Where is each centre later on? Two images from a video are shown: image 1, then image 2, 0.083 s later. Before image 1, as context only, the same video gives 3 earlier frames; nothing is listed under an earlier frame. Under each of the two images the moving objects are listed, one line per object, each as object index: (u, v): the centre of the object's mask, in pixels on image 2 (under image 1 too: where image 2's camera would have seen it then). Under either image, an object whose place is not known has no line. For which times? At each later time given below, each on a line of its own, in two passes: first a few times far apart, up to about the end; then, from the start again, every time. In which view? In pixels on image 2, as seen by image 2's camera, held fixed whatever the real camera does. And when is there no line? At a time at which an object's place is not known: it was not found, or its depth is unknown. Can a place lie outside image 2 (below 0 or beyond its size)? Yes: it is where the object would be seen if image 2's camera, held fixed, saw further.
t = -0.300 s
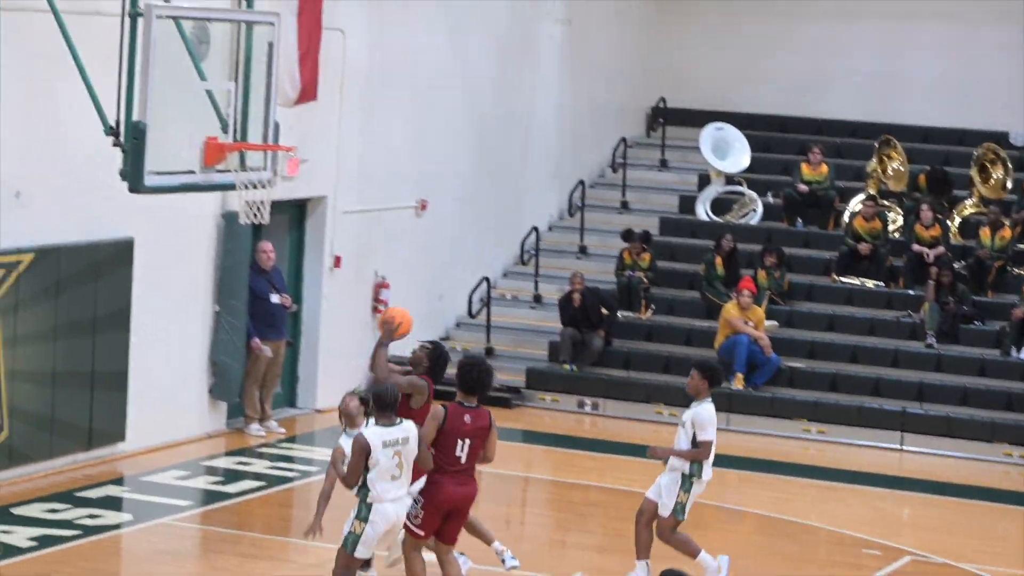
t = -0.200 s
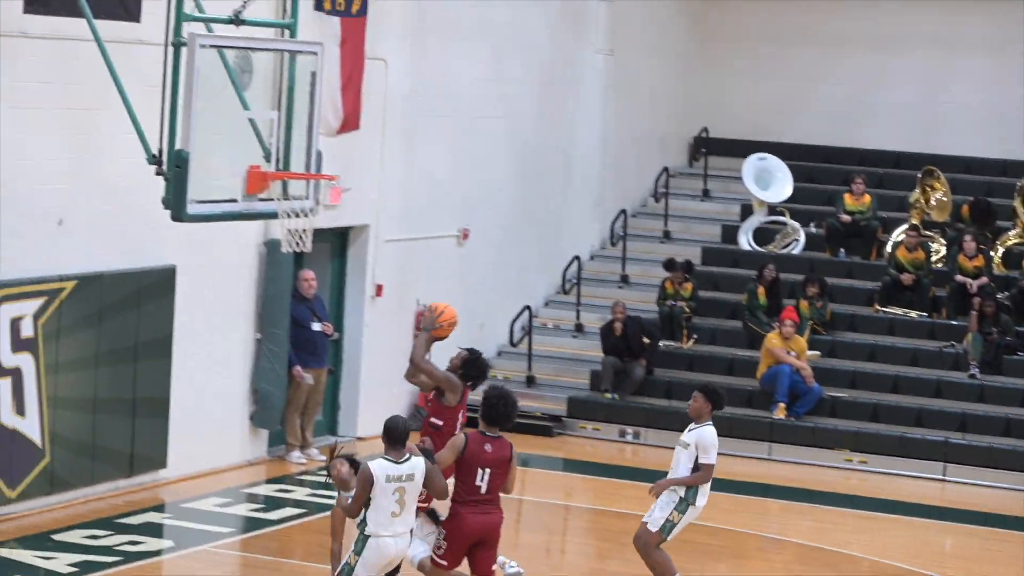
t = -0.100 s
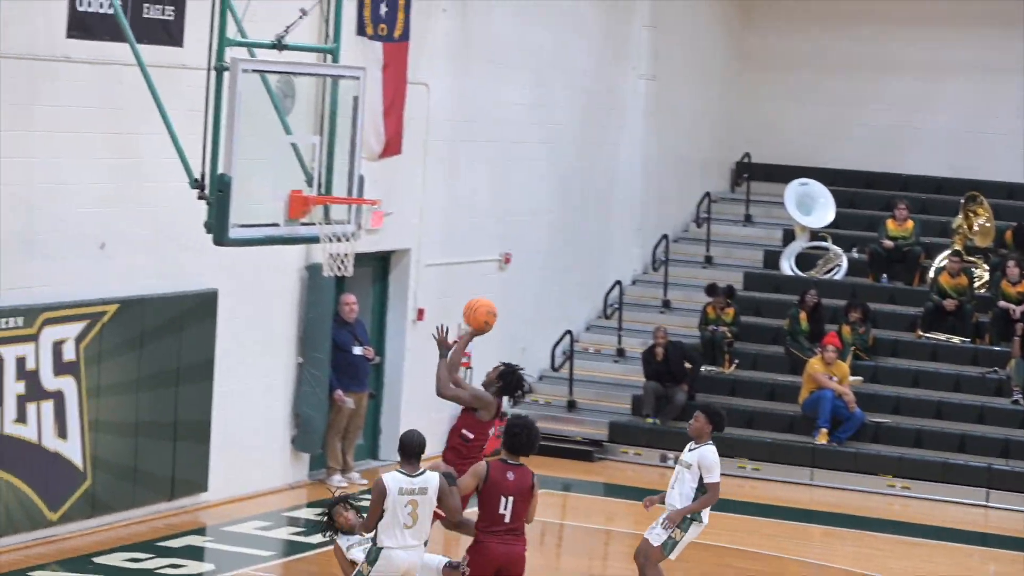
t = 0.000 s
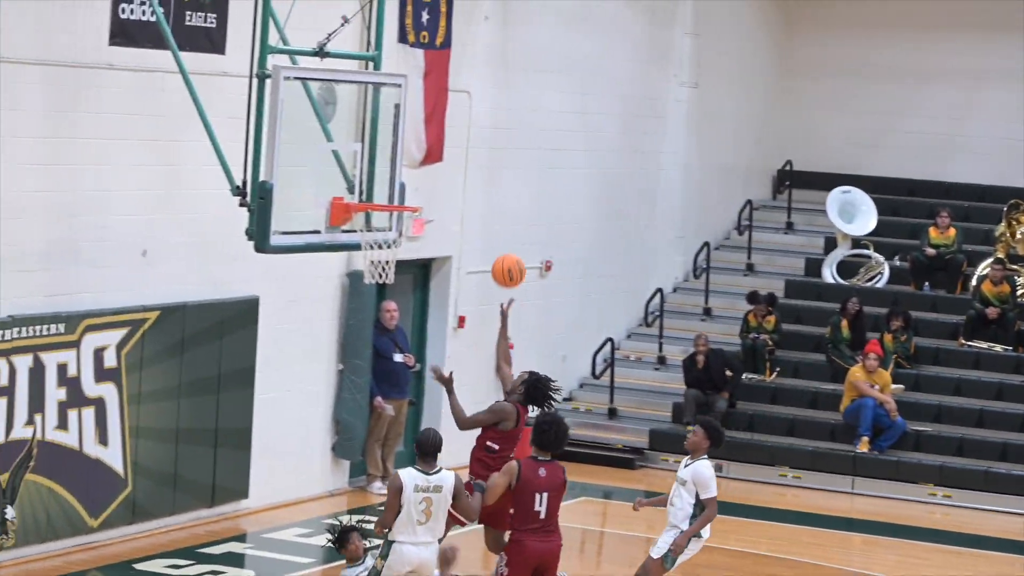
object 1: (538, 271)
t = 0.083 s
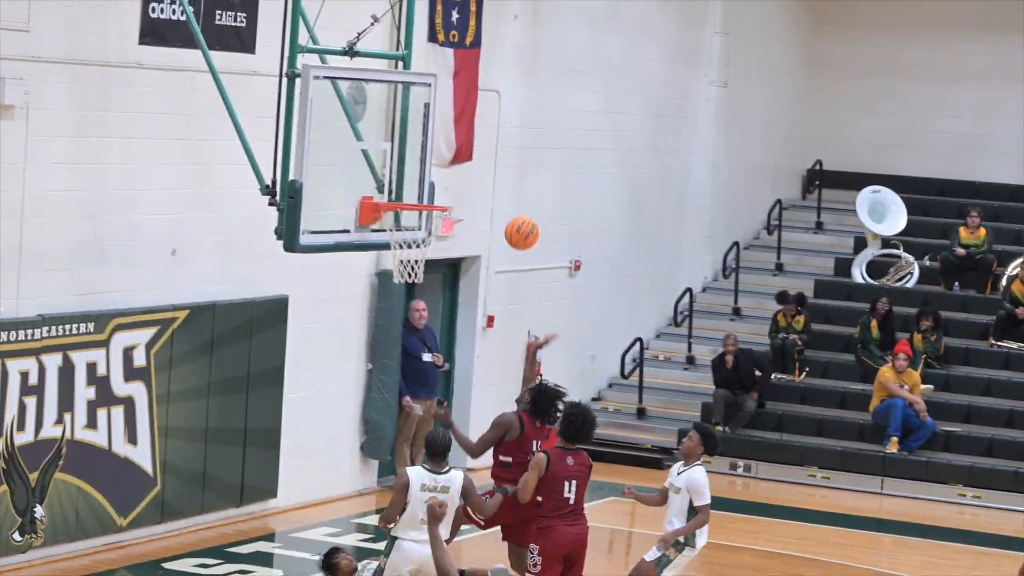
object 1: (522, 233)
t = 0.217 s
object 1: (495, 192)
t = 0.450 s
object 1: (445, 181)
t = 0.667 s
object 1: (406, 209)
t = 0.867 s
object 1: (394, 242)
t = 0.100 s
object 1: (518, 226)
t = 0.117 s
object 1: (515, 220)
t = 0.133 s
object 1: (512, 215)
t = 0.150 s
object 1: (509, 209)
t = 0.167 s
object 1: (505, 205)
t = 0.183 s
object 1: (502, 200)
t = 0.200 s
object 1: (499, 196)
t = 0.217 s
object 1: (495, 192)
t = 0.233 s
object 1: (492, 189)
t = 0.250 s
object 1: (488, 186)
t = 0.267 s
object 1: (485, 184)
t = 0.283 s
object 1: (481, 182)
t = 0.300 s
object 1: (478, 180)
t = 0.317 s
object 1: (474, 178)
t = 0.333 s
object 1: (471, 177)
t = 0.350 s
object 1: (467, 177)
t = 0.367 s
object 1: (463, 176)
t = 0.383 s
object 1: (460, 176)
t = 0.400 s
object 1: (456, 177)
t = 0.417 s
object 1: (453, 178)
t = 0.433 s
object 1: (449, 179)
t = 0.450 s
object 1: (445, 181)
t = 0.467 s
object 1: (441, 183)
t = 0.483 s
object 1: (437, 186)
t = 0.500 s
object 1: (434, 189)
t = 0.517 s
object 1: (430, 191)
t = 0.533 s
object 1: (426, 193)
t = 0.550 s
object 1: (424, 193)
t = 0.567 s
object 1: (421, 194)
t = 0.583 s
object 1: (418, 195)
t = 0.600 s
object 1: (415, 200)
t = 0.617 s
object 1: (412, 202)
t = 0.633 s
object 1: (409, 205)
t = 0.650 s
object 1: (407, 207)
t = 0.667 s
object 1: (406, 209)
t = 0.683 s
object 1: (405, 211)
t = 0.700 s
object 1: (403, 214)
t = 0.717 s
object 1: (401, 220)
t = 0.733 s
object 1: (398, 223)
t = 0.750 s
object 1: (397, 225)
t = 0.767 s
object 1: (395, 228)
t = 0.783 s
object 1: (394, 231)
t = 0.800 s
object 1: (393, 234)
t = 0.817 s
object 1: (393, 237)
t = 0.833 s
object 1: (392, 239)
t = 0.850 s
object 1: (393, 241)
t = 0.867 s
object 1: (394, 242)
